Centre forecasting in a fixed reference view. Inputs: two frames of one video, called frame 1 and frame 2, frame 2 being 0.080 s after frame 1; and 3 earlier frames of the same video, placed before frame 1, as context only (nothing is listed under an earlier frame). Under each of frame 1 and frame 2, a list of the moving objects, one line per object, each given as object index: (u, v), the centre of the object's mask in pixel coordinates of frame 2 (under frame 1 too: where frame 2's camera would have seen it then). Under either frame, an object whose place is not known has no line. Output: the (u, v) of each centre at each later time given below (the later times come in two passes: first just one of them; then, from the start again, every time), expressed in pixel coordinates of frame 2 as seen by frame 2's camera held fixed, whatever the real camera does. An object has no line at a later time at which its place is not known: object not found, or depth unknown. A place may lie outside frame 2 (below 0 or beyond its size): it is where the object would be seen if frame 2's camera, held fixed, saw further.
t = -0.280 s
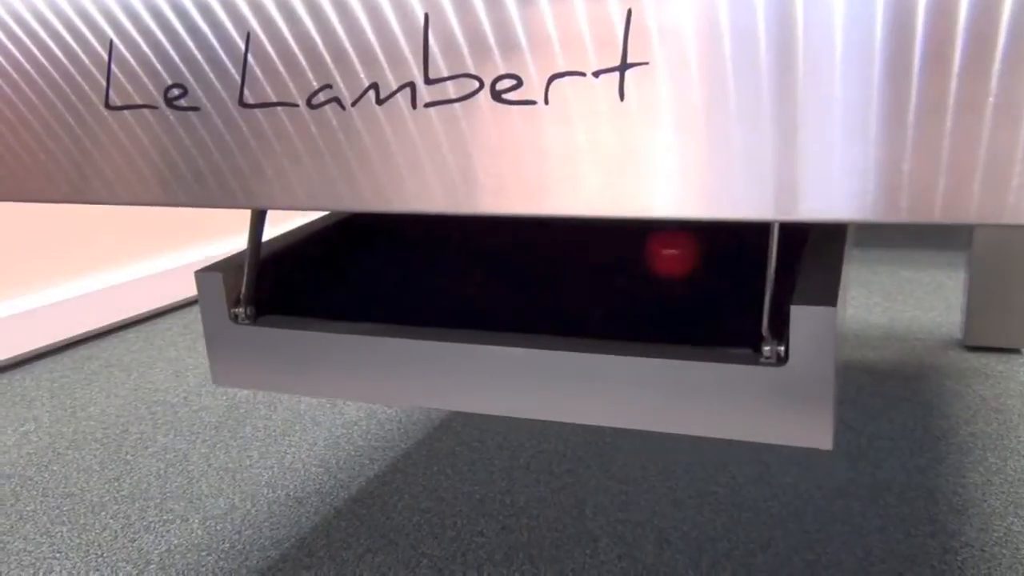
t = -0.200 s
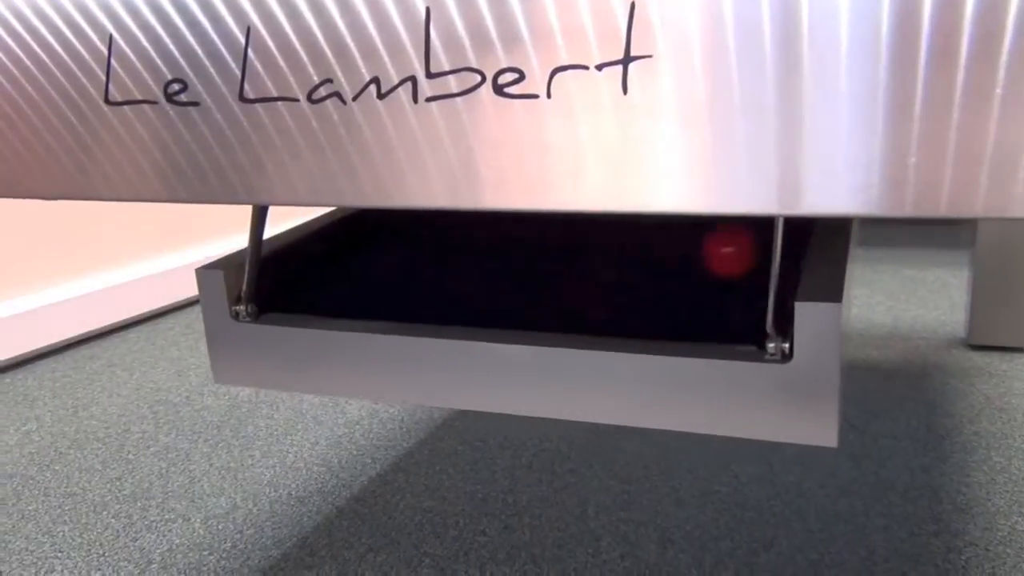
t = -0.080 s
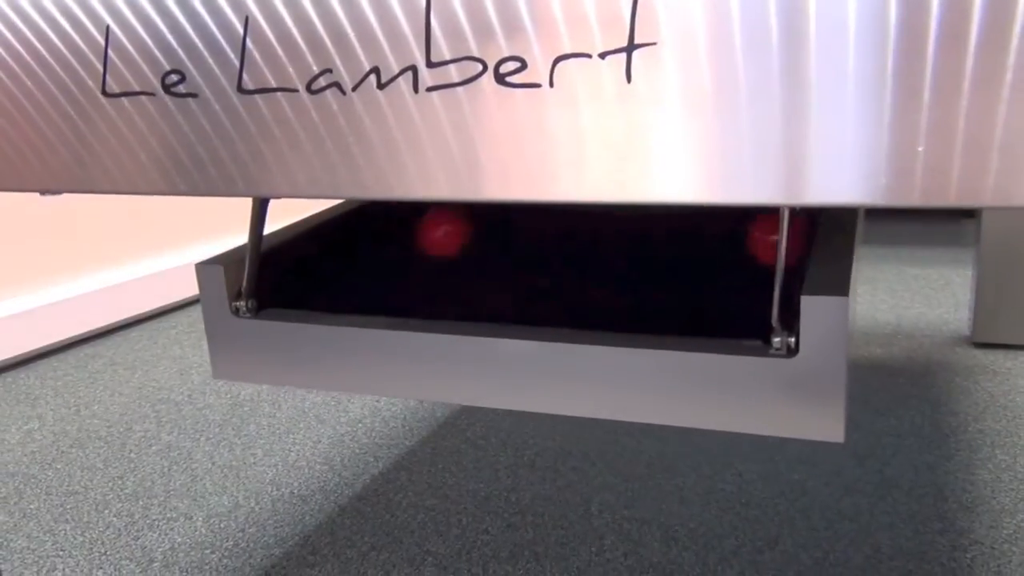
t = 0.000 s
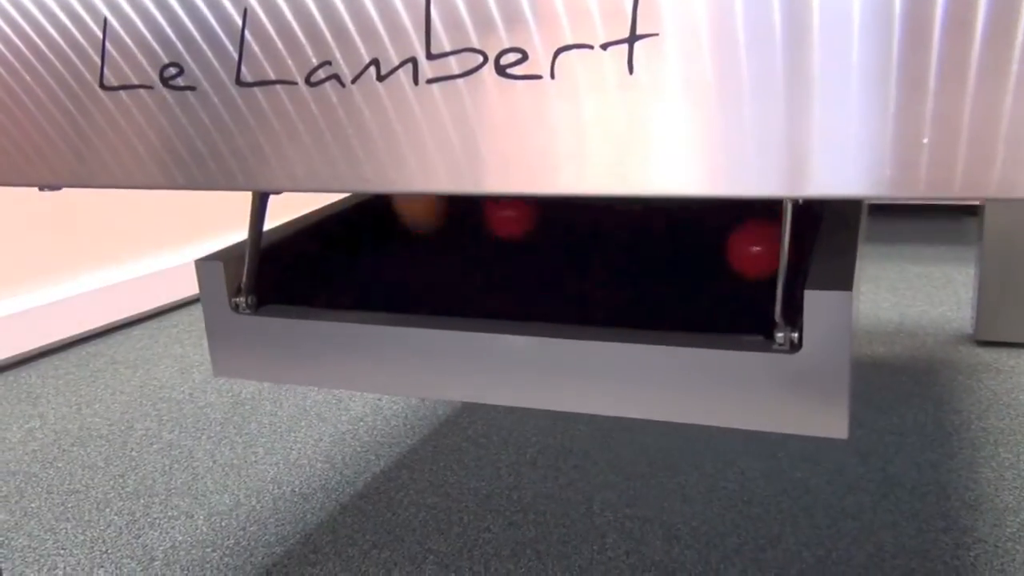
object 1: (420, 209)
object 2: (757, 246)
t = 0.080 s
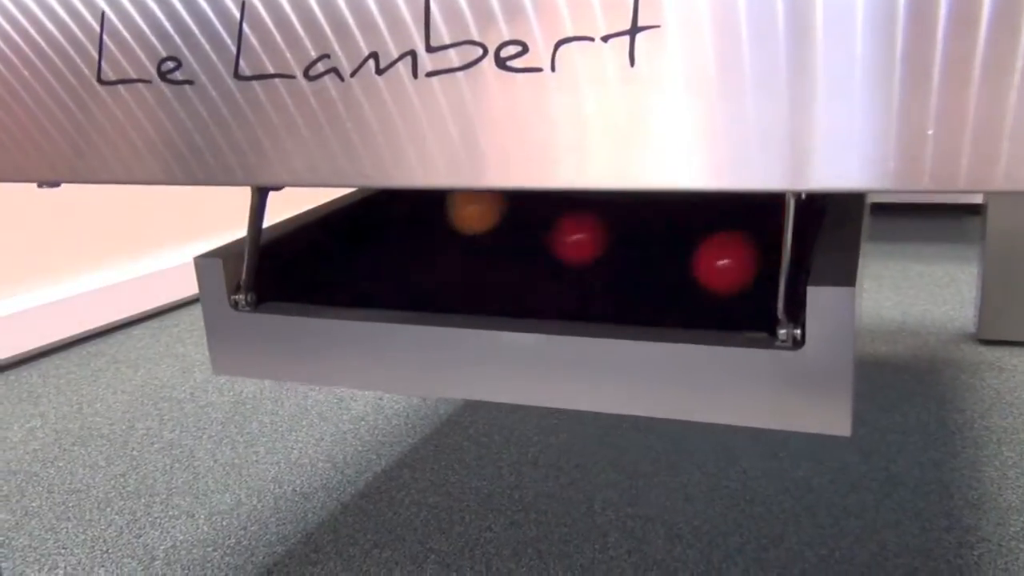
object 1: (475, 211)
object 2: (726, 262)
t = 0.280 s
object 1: (643, 240)
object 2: (601, 292)
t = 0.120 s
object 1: (508, 209)
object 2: (704, 271)
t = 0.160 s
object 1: (543, 221)
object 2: (680, 280)
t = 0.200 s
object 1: (577, 241)
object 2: (653, 284)
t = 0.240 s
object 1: (609, 232)
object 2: (628, 289)
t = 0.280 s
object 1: (643, 240)
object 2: (601, 292)
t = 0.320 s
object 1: (673, 240)
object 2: (575, 296)
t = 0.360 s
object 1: (702, 237)
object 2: (547, 297)
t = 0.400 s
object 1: (727, 242)
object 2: (520, 300)
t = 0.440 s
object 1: (730, 239)
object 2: (507, 298)
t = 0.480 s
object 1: (726, 235)
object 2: (498, 295)
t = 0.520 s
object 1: (729, 224)
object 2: (489, 293)
